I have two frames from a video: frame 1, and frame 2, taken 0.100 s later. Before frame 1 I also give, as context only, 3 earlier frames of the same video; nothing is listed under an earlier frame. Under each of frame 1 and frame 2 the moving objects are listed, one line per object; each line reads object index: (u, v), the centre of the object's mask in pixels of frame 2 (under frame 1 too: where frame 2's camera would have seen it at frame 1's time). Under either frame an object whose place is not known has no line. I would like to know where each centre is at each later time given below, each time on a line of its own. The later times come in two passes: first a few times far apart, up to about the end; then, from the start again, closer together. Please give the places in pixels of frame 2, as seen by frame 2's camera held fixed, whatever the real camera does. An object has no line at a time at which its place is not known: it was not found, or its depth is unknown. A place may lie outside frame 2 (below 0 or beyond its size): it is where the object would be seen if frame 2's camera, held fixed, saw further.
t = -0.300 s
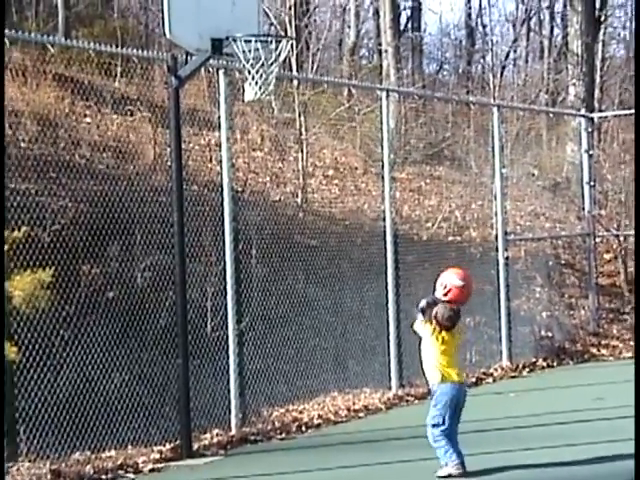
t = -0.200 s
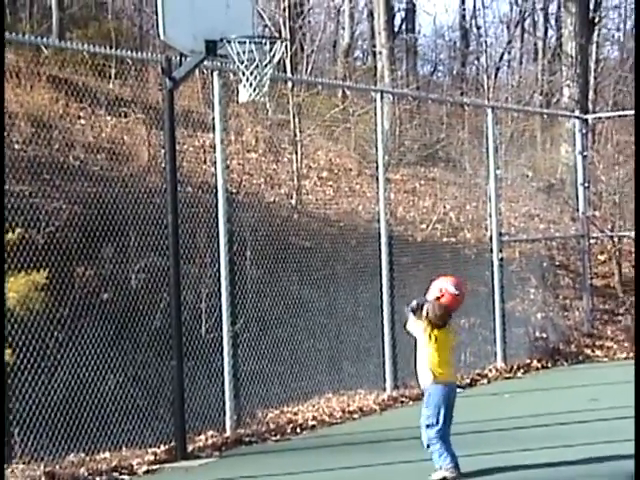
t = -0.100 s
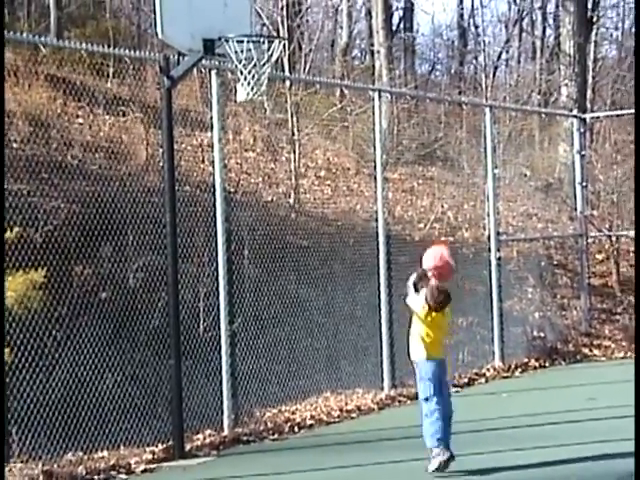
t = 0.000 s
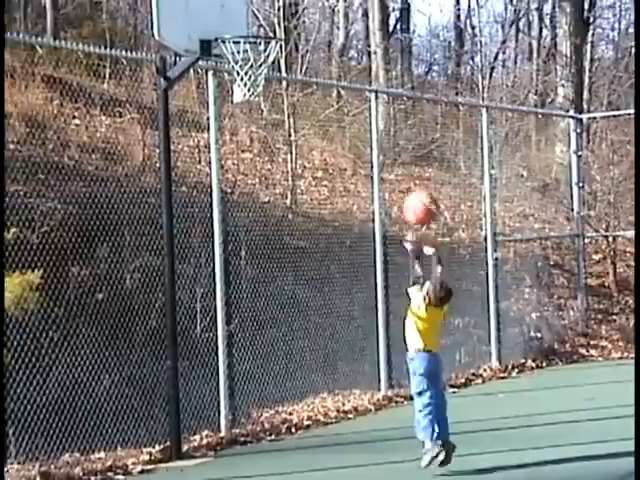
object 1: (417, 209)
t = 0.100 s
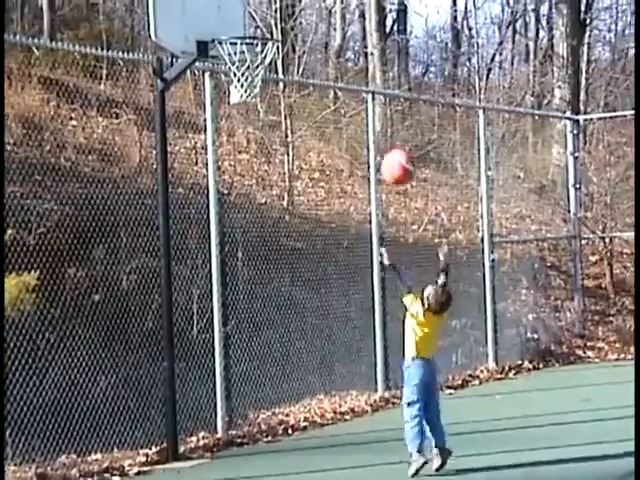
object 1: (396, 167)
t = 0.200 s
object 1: (380, 139)
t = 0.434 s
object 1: (341, 132)
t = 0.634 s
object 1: (314, 187)
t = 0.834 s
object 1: (291, 294)
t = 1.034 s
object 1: (273, 445)
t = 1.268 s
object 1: (244, 303)
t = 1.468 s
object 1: (230, 239)
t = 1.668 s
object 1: (215, 229)
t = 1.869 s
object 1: (204, 271)
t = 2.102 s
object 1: (195, 385)
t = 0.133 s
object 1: (391, 156)
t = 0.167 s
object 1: (386, 146)
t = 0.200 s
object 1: (380, 139)
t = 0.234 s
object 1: (375, 134)
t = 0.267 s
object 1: (369, 130)
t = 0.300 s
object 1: (362, 127)
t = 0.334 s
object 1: (357, 126)
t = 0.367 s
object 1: (351, 127)
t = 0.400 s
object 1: (347, 129)
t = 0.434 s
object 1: (341, 132)
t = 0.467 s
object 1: (337, 138)
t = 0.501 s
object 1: (332, 145)
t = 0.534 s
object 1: (327, 154)
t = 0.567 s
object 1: (322, 164)
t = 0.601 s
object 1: (318, 174)
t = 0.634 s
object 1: (314, 187)
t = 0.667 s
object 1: (308, 201)
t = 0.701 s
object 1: (305, 218)
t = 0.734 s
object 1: (301, 235)
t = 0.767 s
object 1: (296, 252)
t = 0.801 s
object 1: (294, 273)
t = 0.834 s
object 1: (291, 294)
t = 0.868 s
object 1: (285, 317)
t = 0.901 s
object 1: (282, 340)
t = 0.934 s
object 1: (280, 367)
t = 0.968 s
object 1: (276, 392)
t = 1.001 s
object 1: (274, 420)
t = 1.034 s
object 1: (273, 445)
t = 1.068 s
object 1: (267, 422)
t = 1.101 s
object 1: (261, 398)
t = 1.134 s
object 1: (259, 376)
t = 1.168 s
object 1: (255, 355)
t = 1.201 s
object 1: (251, 337)
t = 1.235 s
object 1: (249, 320)
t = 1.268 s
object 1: (244, 303)
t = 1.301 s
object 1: (242, 289)
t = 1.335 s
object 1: (239, 276)
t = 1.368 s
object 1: (236, 265)
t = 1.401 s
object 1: (234, 254)
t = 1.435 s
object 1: (231, 247)
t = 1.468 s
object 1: (230, 239)
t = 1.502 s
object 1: (226, 234)
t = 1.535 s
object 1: (223, 230)
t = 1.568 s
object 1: (221, 227)
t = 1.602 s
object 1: (220, 227)
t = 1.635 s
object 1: (217, 228)
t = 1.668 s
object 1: (215, 229)
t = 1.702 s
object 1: (213, 233)
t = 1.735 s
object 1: (211, 237)
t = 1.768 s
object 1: (209, 243)
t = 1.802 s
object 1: (207, 252)
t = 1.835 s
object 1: (205, 261)
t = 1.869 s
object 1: (204, 271)
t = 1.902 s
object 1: (201, 282)
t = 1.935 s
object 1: (200, 296)
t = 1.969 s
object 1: (197, 311)
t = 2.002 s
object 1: (196, 328)
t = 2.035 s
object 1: (196, 346)
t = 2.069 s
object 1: (194, 364)
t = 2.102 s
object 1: (195, 385)
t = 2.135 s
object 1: (195, 406)
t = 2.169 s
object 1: (194, 429)
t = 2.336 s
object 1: (192, 373)
